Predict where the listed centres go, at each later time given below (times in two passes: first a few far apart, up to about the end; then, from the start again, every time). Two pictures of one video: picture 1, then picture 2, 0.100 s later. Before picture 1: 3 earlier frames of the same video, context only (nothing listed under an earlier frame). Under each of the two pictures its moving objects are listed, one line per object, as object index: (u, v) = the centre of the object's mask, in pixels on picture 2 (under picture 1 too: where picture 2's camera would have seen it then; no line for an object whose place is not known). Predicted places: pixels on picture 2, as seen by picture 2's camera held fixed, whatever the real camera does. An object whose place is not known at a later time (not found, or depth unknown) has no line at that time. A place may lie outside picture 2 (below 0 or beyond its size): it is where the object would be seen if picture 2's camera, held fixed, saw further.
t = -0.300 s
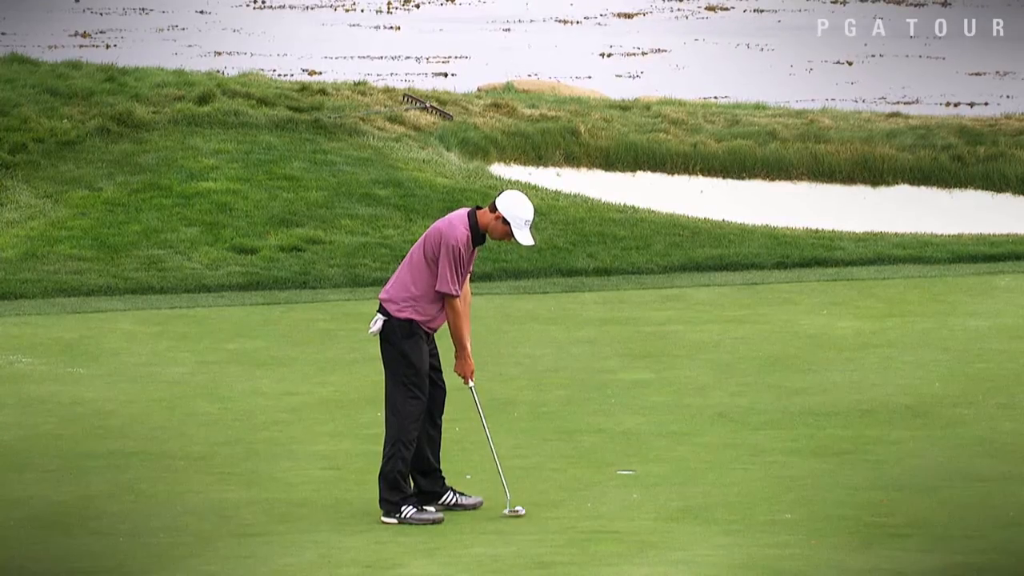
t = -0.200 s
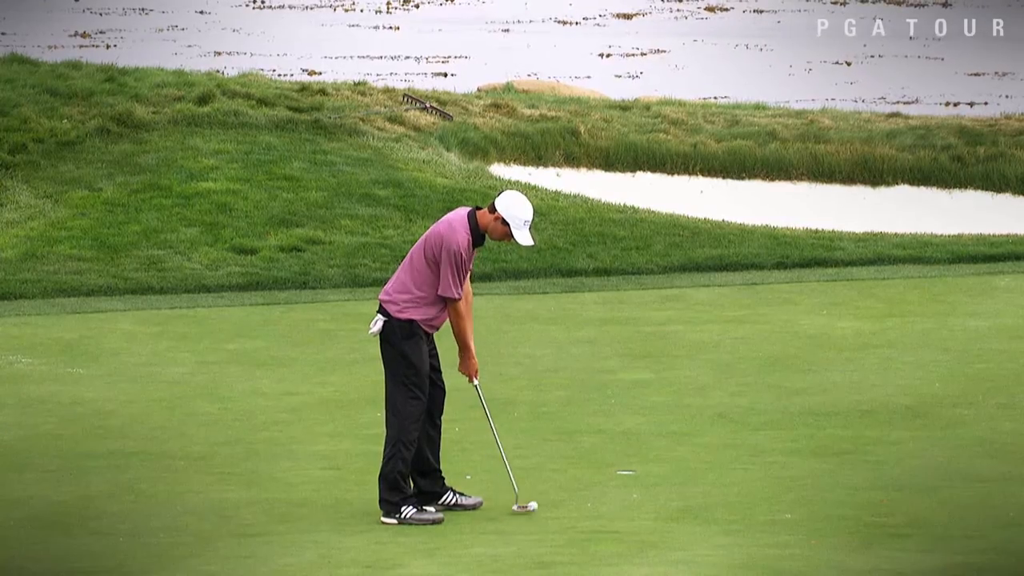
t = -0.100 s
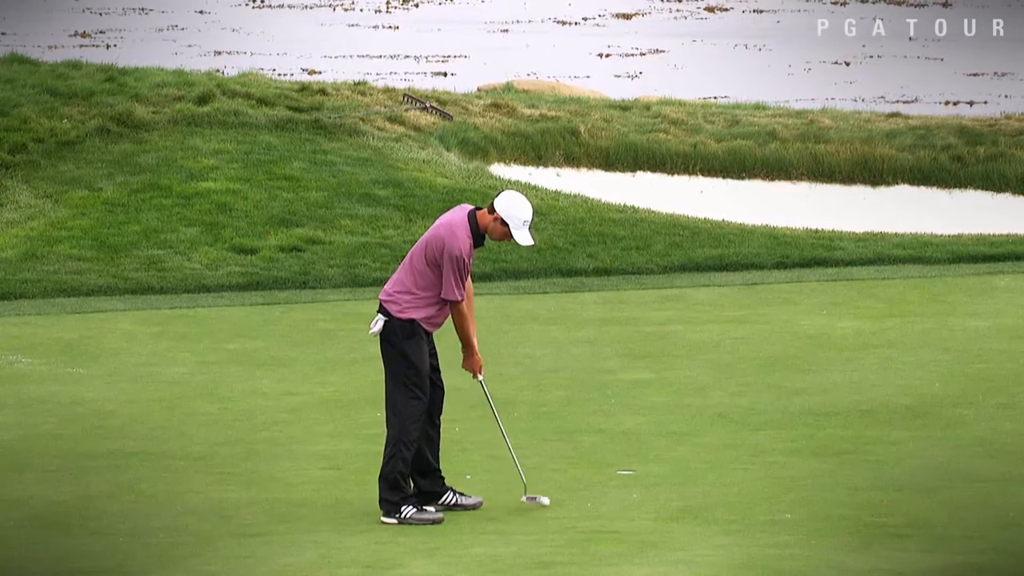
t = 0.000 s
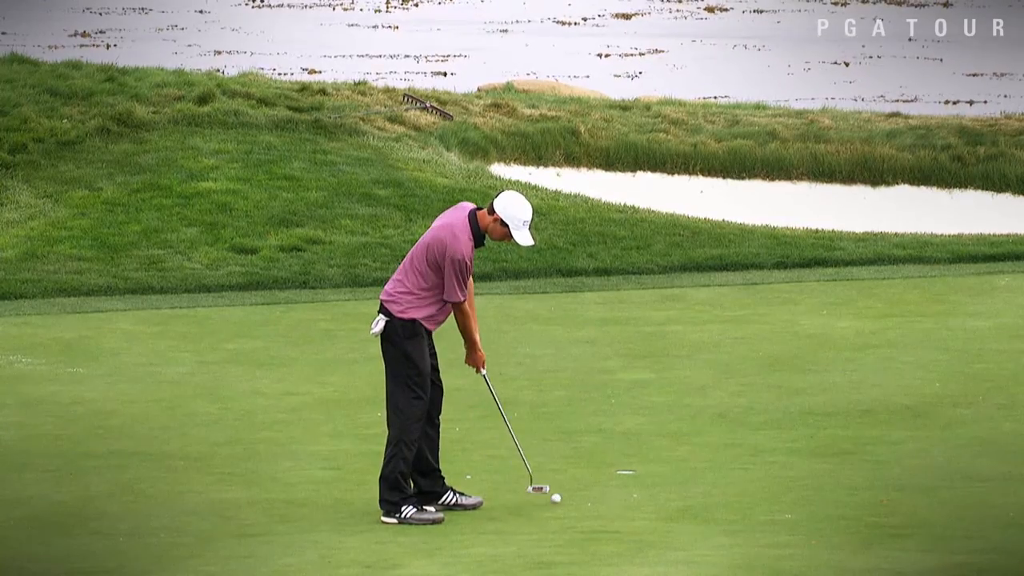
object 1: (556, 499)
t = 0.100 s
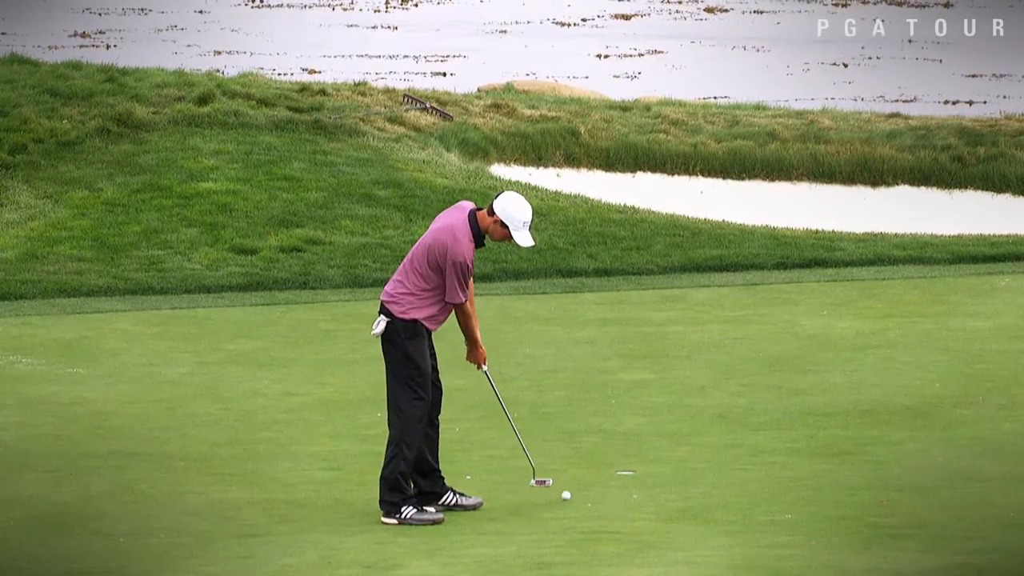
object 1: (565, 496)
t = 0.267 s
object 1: (580, 489)
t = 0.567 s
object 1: (601, 482)
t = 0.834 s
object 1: (615, 475)
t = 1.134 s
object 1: (628, 469)
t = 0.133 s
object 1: (569, 494)
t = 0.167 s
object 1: (572, 493)
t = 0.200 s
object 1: (574, 492)
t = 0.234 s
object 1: (577, 491)
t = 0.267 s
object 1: (580, 489)
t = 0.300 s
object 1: (582, 489)
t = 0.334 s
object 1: (585, 488)
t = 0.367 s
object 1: (588, 487)
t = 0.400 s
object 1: (590, 486)
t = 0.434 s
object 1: (592, 485)
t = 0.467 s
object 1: (594, 484)
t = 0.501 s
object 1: (596, 483)
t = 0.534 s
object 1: (599, 483)
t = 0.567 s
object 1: (601, 482)
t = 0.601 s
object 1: (603, 481)
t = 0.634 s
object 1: (605, 480)
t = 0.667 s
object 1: (607, 479)
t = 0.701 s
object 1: (609, 478)
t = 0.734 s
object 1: (610, 478)
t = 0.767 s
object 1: (612, 477)
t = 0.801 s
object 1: (613, 476)
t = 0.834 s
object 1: (615, 475)
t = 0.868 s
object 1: (617, 474)
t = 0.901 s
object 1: (618, 473)
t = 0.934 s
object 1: (620, 473)
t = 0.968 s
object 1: (621, 472)
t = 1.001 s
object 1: (623, 471)
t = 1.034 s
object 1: (624, 470)
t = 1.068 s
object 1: (625, 469)
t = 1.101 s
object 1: (627, 469)
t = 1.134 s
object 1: (628, 469)
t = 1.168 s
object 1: (629, 470)
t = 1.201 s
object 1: (631, 472)
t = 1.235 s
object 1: (626, 472)
